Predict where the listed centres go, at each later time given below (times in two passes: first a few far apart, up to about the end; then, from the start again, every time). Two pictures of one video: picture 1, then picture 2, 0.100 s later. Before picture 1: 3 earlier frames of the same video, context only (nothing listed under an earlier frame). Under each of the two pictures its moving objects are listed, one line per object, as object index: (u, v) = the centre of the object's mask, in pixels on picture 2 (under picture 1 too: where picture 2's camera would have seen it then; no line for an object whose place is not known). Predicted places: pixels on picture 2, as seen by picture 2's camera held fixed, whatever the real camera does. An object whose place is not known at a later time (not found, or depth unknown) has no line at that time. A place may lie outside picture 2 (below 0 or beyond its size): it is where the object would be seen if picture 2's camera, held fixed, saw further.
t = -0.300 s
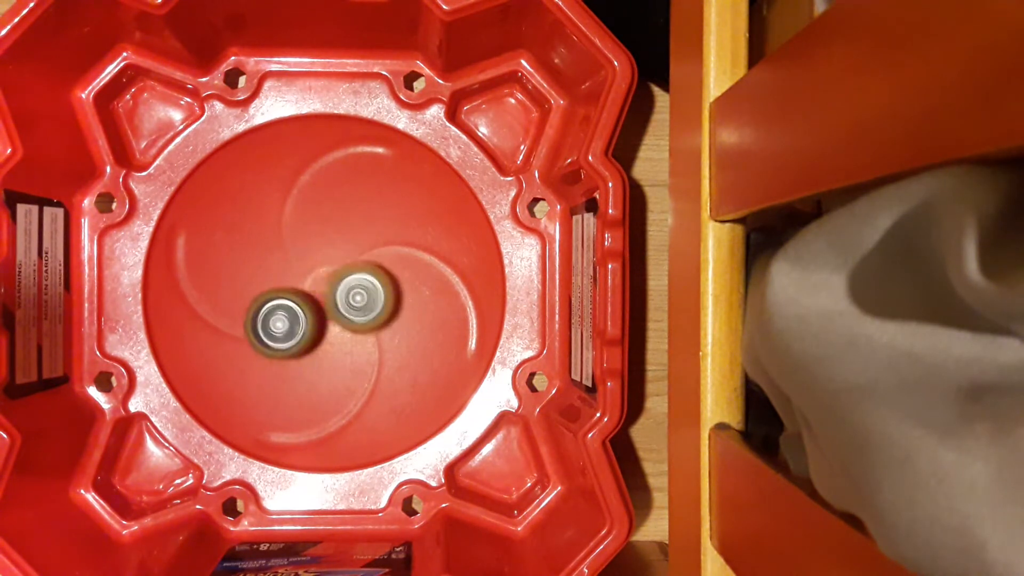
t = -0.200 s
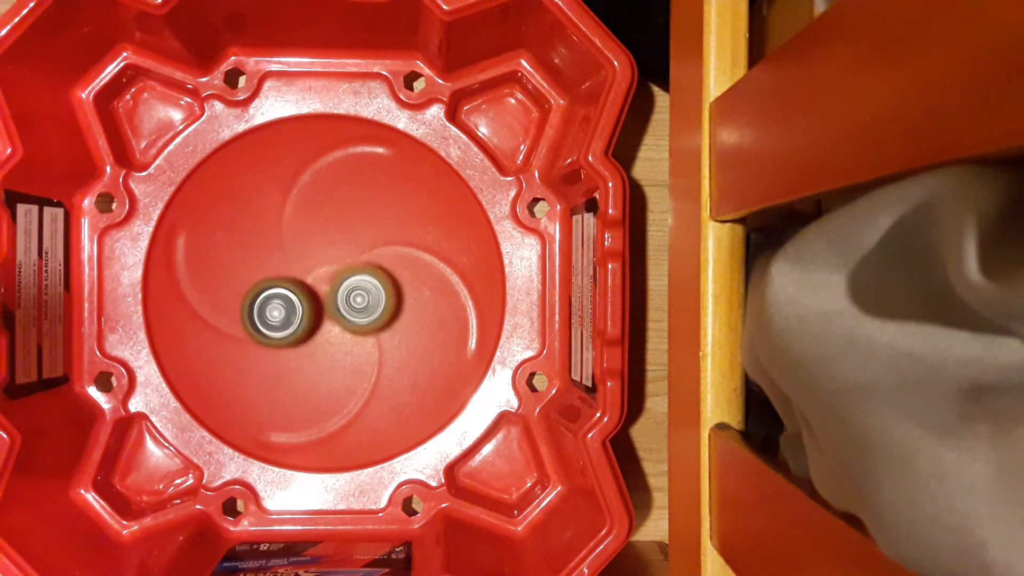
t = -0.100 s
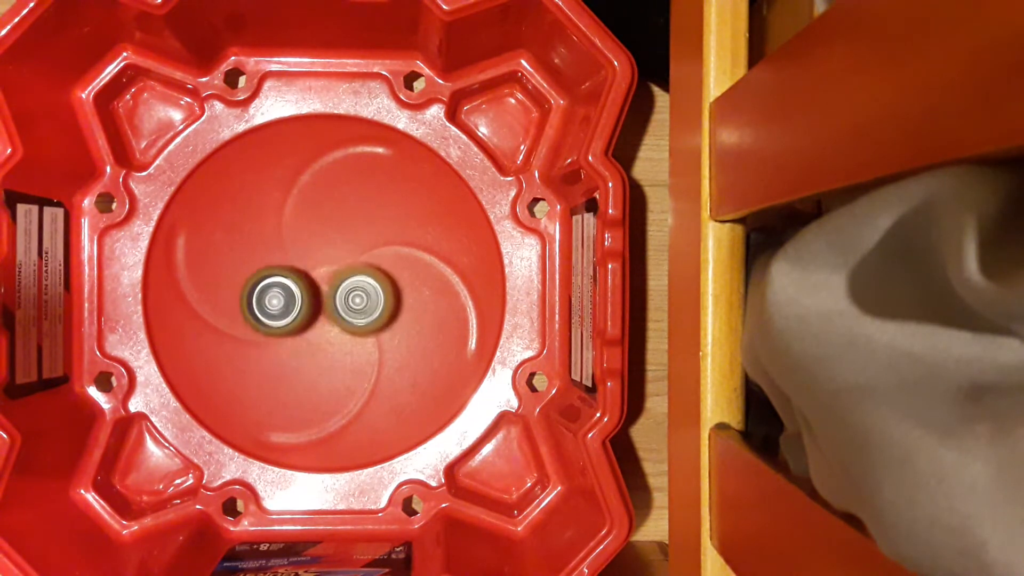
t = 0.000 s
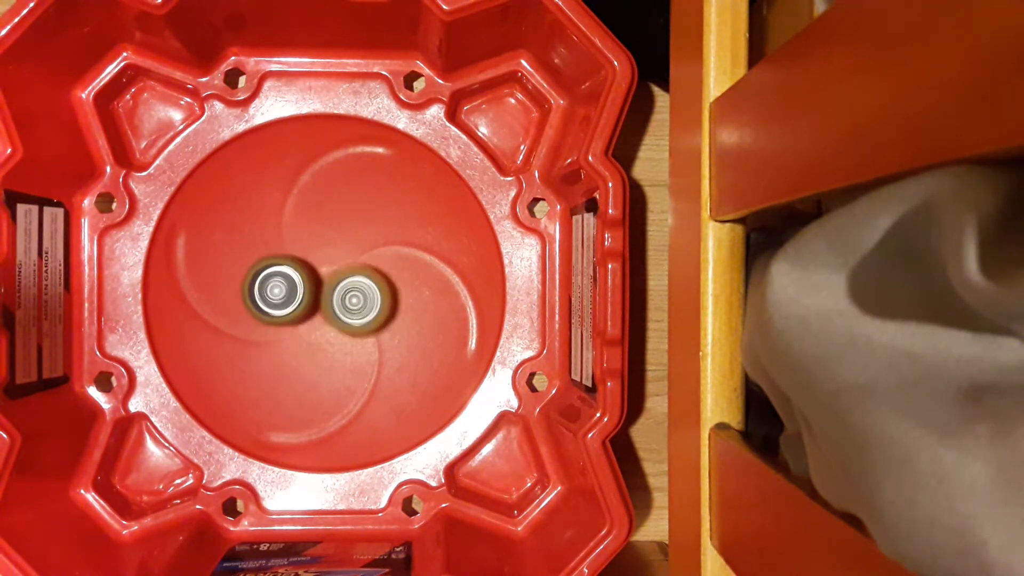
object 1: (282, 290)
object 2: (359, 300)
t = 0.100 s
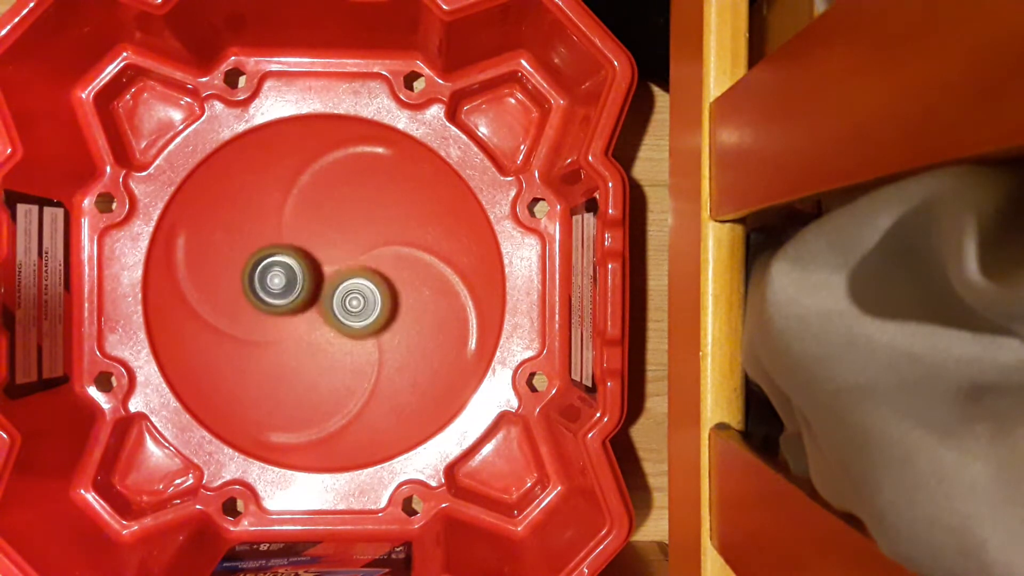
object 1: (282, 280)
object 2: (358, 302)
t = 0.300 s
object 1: (291, 261)
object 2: (353, 305)
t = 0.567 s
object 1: (301, 246)
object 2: (353, 310)
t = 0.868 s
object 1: (324, 240)
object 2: (346, 318)
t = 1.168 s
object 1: (345, 240)
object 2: (342, 321)
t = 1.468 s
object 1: (361, 249)
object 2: (336, 322)
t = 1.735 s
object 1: (372, 253)
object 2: (322, 324)
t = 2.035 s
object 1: (371, 257)
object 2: (311, 328)
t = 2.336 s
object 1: (373, 260)
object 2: (304, 330)
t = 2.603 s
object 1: (375, 268)
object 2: (310, 329)
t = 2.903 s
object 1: (380, 273)
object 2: (322, 331)
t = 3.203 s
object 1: (377, 273)
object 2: (326, 338)
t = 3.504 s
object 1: (365, 269)
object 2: (329, 338)
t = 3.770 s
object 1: (357, 252)
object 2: (320, 353)
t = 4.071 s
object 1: (340, 263)
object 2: (331, 341)
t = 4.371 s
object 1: (333, 249)
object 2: (337, 349)
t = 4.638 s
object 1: (331, 252)
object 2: (348, 341)
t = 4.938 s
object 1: (325, 232)
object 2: (362, 374)
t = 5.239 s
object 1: (324, 225)
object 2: (362, 381)
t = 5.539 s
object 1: (336, 254)
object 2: (349, 344)
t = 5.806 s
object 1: (349, 219)
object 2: (355, 369)
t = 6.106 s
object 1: (352, 206)
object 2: (367, 385)
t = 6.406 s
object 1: (342, 251)
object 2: (375, 378)
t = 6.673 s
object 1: (297, 291)
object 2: (411, 374)
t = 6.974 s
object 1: (300, 297)
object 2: (411, 358)
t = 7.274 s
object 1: (313, 305)
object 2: (392, 327)
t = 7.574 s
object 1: (295, 303)
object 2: (398, 297)
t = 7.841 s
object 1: (291, 303)
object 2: (403, 284)
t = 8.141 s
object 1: (305, 298)
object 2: (378, 274)
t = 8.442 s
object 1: (297, 299)
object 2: (369, 258)
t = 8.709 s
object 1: (301, 299)
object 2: (364, 251)
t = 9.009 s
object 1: (301, 321)
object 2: (373, 245)
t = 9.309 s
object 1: (312, 321)
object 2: (364, 253)
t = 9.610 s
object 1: (311, 322)
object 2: (358, 242)
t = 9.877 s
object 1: (310, 326)
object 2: (354, 247)
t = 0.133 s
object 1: (283, 276)
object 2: (358, 302)
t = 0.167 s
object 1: (284, 273)
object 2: (357, 302)
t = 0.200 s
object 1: (285, 270)
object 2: (356, 303)
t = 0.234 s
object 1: (287, 267)
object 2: (355, 303)
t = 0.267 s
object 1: (289, 264)
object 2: (354, 303)
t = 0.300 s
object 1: (291, 261)
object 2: (353, 305)
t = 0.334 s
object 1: (290, 258)
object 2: (355, 309)
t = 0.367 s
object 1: (290, 256)
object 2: (355, 310)
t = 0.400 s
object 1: (292, 254)
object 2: (355, 311)
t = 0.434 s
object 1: (293, 252)
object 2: (354, 310)
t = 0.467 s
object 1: (295, 250)
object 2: (354, 311)
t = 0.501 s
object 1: (297, 248)
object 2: (354, 311)
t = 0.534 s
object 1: (299, 247)
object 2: (353, 310)
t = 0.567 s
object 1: (301, 246)
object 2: (353, 310)
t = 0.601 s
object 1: (304, 245)
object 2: (352, 310)
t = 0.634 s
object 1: (307, 245)
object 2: (351, 310)
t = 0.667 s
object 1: (310, 245)
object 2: (349, 311)
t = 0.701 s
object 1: (311, 243)
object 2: (348, 315)
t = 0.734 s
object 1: (313, 241)
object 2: (347, 318)
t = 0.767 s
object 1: (315, 240)
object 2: (347, 318)
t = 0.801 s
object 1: (318, 240)
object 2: (346, 318)
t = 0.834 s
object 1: (321, 239)
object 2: (346, 318)
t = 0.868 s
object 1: (324, 240)
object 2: (346, 318)
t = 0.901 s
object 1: (327, 240)
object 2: (345, 317)
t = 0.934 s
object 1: (330, 242)
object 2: (345, 316)
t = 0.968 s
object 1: (332, 240)
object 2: (345, 319)
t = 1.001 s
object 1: (333, 237)
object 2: (345, 322)
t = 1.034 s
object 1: (335, 237)
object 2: (344, 323)
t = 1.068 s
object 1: (338, 237)
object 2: (344, 323)
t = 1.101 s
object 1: (341, 237)
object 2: (343, 323)
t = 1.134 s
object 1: (343, 239)
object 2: (343, 322)
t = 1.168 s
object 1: (345, 240)
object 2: (342, 321)
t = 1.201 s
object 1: (348, 242)
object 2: (341, 320)
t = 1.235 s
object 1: (350, 245)
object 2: (341, 319)
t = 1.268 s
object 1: (351, 243)
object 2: (340, 323)
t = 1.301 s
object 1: (353, 243)
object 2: (339, 325)
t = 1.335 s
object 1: (354, 243)
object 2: (337, 325)
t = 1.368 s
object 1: (356, 244)
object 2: (337, 324)
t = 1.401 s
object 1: (358, 246)
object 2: (337, 323)
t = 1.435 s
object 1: (360, 247)
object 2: (337, 322)
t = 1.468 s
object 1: (361, 249)
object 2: (336, 322)
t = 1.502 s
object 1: (362, 250)
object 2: (335, 321)
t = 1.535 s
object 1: (364, 251)
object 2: (335, 321)
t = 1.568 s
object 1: (366, 251)
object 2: (334, 320)
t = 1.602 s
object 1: (368, 252)
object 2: (333, 320)
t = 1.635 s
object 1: (370, 253)
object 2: (333, 320)
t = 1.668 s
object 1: (369, 254)
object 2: (331, 320)
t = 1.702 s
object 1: (369, 255)
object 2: (328, 320)
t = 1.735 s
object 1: (372, 253)
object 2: (322, 324)
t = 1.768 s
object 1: (374, 251)
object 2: (317, 328)
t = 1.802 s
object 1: (375, 252)
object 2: (314, 329)
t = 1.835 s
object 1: (375, 252)
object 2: (313, 329)
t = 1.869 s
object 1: (375, 252)
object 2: (313, 330)
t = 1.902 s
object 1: (375, 253)
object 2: (312, 330)
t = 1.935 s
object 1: (374, 254)
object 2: (312, 330)
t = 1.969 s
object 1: (373, 255)
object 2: (311, 330)
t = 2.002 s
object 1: (372, 256)
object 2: (311, 329)
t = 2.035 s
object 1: (371, 257)
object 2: (311, 328)
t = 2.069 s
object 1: (369, 259)
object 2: (312, 327)
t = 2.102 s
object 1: (367, 262)
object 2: (312, 326)
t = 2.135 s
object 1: (366, 264)
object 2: (313, 324)
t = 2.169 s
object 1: (364, 266)
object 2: (313, 324)
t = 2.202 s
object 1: (367, 263)
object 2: (309, 327)
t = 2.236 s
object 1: (370, 260)
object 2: (305, 331)
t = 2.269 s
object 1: (371, 260)
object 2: (303, 332)
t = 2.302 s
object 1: (373, 260)
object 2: (303, 331)
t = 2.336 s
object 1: (373, 260)
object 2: (304, 330)
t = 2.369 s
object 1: (374, 261)
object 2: (304, 330)
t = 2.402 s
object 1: (374, 262)
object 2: (306, 329)
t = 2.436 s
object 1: (374, 264)
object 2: (307, 328)
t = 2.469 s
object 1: (373, 266)
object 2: (309, 327)
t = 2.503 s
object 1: (372, 268)
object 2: (310, 326)
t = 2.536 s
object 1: (371, 270)
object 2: (313, 325)
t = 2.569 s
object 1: (371, 271)
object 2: (313, 325)
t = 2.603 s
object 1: (375, 268)
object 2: (310, 329)
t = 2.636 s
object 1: (377, 267)
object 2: (310, 330)
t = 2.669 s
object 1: (378, 268)
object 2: (311, 330)
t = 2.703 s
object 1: (379, 269)
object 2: (313, 330)
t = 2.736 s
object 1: (379, 270)
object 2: (315, 330)
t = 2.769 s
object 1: (379, 271)
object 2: (317, 329)
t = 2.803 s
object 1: (379, 273)
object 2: (320, 328)
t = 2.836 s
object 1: (378, 274)
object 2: (322, 329)
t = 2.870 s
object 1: (380, 272)
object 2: (321, 330)
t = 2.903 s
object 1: (380, 273)
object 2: (322, 331)
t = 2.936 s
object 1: (380, 274)
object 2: (323, 331)
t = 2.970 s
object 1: (380, 275)
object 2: (324, 332)
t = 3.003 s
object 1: (379, 276)
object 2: (325, 332)
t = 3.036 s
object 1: (379, 276)
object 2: (325, 333)
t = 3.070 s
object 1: (379, 276)
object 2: (326, 334)
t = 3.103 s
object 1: (378, 276)
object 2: (327, 334)
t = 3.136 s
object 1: (377, 277)
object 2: (327, 335)
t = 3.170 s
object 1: (377, 276)
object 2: (327, 336)
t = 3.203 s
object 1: (377, 273)
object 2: (326, 338)
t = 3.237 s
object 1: (377, 272)
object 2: (326, 339)
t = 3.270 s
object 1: (377, 271)
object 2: (326, 339)
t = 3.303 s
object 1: (376, 270)
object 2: (326, 339)
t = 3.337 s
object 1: (375, 270)
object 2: (327, 339)
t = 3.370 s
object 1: (374, 269)
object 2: (328, 339)
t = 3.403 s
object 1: (372, 269)
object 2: (328, 339)
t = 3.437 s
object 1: (370, 269)
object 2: (329, 338)
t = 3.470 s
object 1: (368, 270)
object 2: (330, 338)
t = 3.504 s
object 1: (365, 269)
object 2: (329, 338)
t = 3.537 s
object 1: (363, 268)
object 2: (330, 338)
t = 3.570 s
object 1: (361, 267)
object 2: (329, 339)
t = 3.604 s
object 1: (362, 259)
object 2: (325, 347)
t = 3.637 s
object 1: (361, 255)
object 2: (322, 351)
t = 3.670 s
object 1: (360, 255)
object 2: (322, 353)
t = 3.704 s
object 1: (360, 254)
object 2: (322, 353)
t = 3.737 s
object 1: (358, 252)
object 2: (321, 352)
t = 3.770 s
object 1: (357, 252)
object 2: (320, 353)
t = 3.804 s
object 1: (355, 252)
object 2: (320, 352)
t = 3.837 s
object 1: (353, 253)
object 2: (322, 351)
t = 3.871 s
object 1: (351, 254)
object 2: (325, 349)
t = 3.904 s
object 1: (349, 255)
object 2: (326, 349)
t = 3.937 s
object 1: (347, 257)
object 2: (327, 347)
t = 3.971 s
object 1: (345, 259)
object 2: (328, 345)
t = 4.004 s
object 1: (344, 261)
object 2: (329, 342)
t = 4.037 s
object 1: (342, 264)
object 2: (331, 341)
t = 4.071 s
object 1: (340, 263)
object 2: (331, 341)
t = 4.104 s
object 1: (339, 262)
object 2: (331, 341)
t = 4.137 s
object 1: (338, 262)
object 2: (331, 340)
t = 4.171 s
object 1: (337, 262)
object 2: (332, 340)
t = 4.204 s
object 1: (336, 262)
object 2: (331, 340)
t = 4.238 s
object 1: (335, 261)
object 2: (332, 341)
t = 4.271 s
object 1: (334, 255)
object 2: (333, 347)
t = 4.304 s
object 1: (333, 252)
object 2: (334, 348)
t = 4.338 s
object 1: (333, 250)
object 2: (336, 349)
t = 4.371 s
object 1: (333, 249)
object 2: (337, 349)
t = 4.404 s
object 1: (332, 248)
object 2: (339, 349)
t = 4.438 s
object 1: (332, 247)
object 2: (340, 349)
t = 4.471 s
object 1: (332, 247)
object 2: (342, 348)
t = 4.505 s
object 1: (331, 247)
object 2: (343, 347)
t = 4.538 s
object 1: (331, 247)
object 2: (345, 346)
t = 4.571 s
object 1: (331, 248)
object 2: (346, 345)
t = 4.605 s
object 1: (331, 250)
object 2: (347, 343)
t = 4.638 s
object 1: (331, 252)
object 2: (348, 341)
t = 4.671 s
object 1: (331, 254)
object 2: (349, 339)
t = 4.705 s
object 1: (331, 256)
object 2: (350, 336)
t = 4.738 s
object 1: (332, 258)
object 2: (351, 334)
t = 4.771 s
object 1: (331, 259)
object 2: (351, 334)
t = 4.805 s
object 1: (331, 259)
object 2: (351, 335)
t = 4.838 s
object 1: (332, 260)
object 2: (352, 335)
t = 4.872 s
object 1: (331, 253)
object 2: (355, 346)
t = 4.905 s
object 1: (328, 240)
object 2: (359, 362)
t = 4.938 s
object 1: (325, 232)
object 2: (362, 374)
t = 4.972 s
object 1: (323, 228)
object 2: (363, 381)
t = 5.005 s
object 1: (323, 226)
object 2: (365, 385)
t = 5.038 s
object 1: (324, 224)
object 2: (365, 386)
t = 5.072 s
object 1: (324, 224)
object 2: (365, 385)
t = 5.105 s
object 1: (324, 223)
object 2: (365, 383)
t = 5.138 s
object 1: (324, 222)
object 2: (363, 381)
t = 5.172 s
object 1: (324, 222)
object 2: (363, 381)
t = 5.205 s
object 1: (324, 224)
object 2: (363, 381)
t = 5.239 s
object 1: (324, 225)
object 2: (362, 381)
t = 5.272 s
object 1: (325, 228)
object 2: (359, 380)
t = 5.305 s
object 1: (326, 231)
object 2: (358, 378)
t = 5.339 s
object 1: (327, 234)
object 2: (357, 376)
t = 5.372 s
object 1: (328, 237)
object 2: (355, 372)
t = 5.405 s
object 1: (329, 240)
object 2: (353, 368)
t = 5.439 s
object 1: (331, 244)
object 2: (353, 362)
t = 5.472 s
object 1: (332, 248)
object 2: (351, 357)
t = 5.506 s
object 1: (334, 250)
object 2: (349, 350)
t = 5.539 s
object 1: (336, 254)
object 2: (349, 344)
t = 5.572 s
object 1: (339, 257)
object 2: (349, 338)
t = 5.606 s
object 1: (340, 259)
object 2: (349, 334)
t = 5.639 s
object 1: (341, 257)
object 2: (349, 335)
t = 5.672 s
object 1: (342, 256)
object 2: (349, 334)
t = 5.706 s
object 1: (343, 256)
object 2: (350, 332)
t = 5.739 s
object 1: (346, 242)
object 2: (353, 346)
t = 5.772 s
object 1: (347, 228)
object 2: (354, 361)
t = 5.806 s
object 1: (349, 219)
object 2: (355, 369)
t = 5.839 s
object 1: (352, 212)
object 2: (356, 373)
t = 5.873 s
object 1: (354, 207)
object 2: (357, 375)
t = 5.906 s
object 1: (355, 204)
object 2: (359, 376)
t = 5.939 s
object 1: (356, 203)
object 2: (361, 377)
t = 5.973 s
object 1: (356, 202)
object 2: (363, 378)
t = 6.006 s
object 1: (356, 202)
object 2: (365, 380)
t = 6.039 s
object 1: (355, 203)
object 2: (366, 381)
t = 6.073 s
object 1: (354, 204)
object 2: (366, 384)
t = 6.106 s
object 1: (352, 206)
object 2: (367, 385)
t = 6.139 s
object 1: (351, 208)
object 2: (367, 385)
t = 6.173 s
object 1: (349, 211)
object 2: (367, 385)
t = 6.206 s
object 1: (348, 215)
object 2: (369, 385)
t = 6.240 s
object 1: (347, 219)
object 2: (369, 383)
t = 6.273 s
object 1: (346, 223)
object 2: (370, 383)
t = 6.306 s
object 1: (345, 228)
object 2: (372, 383)
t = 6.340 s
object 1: (344, 234)
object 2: (373, 381)
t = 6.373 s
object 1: (343, 242)
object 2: (374, 380)
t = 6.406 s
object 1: (342, 251)
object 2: (375, 378)
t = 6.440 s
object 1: (342, 261)
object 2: (378, 374)
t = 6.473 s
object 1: (340, 272)
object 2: (379, 371)
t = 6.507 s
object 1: (338, 282)
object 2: (381, 365)
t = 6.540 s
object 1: (336, 291)
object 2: (382, 359)
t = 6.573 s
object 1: (333, 298)
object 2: (385, 357)
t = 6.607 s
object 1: (321, 295)
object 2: (399, 365)
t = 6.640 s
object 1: (309, 292)
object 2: (406, 371)
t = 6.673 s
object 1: (297, 291)
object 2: (411, 374)
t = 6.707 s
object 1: (292, 291)
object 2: (413, 373)
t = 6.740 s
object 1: (292, 293)
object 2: (415, 372)
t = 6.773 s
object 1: (292, 293)
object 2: (415, 370)
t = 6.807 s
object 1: (293, 294)
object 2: (415, 367)
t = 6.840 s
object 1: (293, 295)
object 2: (415, 365)
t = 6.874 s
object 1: (295, 296)
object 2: (415, 363)
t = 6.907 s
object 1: (296, 297)
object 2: (414, 362)
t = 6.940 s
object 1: (297, 297)
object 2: (413, 360)
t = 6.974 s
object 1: (300, 297)
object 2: (411, 358)
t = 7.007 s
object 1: (302, 297)
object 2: (409, 357)
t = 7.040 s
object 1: (304, 297)
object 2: (408, 354)
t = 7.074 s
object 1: (306, 297)
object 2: (405, 352)
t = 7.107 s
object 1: (308, 298)
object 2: (401, 348)
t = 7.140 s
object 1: (310, 300)
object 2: (397, 344)
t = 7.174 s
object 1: (312, 301)
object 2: (394, 340)
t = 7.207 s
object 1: (314, 303)
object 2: (391, 334)
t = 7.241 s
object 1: (316, 304)
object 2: (388, 330)
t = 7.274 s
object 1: (313, 305)
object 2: (392, 327)
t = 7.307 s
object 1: (307, 306)
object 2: (395, 324)
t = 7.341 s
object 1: (305, 308)
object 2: (396, 321)
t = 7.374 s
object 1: (304, 308)
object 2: (395, 317)
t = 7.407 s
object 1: (303, 308)
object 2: (395, 314)
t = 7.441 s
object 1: (302, 307)
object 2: (395, 309)
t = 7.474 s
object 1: (300, 305)
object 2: (395, 305)
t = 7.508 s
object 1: (298, 304)
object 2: (396, 302)
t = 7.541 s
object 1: (296, 303)
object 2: (397, 299)
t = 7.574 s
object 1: (295, 303)
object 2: (398, 297)
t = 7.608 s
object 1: (293, 302)
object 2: (400, 293)
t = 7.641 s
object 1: (293, 302)
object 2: (401, 291)
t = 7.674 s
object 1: (291, 302)
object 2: (402, 289)
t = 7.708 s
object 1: (291, 302)
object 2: (403, 288)
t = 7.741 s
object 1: (290, 302)
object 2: (403, 287)
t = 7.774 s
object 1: (290, 302)
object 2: (403, 285)
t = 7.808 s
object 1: (291, 303)
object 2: (403, 285)
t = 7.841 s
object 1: (291, 303)
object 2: (403, 284)
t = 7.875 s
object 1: (292, 303)
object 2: (402, 283)
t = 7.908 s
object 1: (293, 303)
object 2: (400, 282)
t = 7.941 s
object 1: (295, 302)
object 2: (397, 281)
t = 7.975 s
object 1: (296, 302)
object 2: (396, 280)
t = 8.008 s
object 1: (298, 301)
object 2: (394, 279)
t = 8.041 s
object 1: (300, 300)
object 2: (390, 278)
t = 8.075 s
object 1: (302, 299)
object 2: (387, 276)
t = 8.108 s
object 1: (304, 298)
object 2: (382, 276)
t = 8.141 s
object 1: (305, 298)
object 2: (378, 274)
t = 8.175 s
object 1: (302, 301)
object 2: (378, 272)
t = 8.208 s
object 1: (299, 304)
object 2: (379, 270)
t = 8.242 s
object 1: (298, 305)
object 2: (377, 269)
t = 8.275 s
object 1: (299, 304)
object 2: (376, 266)
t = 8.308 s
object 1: (298, 302)
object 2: (375, 265)
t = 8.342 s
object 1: (297, 301)
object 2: (373, 263)
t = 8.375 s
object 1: (297, 300)
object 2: (372, 262)
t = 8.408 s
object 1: (297, 300)
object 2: (370, 259)
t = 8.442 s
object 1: (297, 299)
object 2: (369, 258)
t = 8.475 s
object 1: (297, 298)
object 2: (368, 256)
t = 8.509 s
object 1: (298, 298)
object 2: (367, 255)
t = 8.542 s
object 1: (299, 297)
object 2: (366, 254)
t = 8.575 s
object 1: (299, 297)
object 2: (365, 253)
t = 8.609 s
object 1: (299, 299)
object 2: (366, 252)
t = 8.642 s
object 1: (300, 299)
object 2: (366, 252)
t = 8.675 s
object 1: (300, 299)
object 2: (365, 252)
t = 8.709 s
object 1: (301, 299)
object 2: (364, 251)
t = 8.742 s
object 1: (302, 300)
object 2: (363, 251)
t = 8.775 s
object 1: (303, 301)
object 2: (363, 251)
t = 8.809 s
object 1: (305, 302)
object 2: (362, 252)
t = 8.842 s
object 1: (301, 309)
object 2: (368, 248)
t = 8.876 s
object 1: (298, 316)
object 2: (373, 243)
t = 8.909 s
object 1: (298, 320)
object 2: (375, 243)
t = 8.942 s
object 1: (300, 321)
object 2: (375, 244)
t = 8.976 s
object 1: (300, 321)
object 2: (373, 245)
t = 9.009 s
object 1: (301, 321)
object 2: (373, 245)
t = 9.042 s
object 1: (302, 321)
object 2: (372, 246)
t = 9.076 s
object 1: (304, 322)
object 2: (371, 248)
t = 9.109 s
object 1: (306, 321)
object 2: (369, 250)
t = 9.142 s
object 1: (308, 321)
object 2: (367, 252)
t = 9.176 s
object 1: (309, 319)
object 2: (364, 255)
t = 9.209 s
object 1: (312, 318)
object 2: (361, 257)
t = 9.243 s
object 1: (312, 318)
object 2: (361, 256)
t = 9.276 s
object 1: (311, 320)
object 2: (362, 254)
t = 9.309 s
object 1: (312, 321)
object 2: (364, 253)
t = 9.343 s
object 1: (314, 320)
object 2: (361, 254)
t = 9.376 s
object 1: (314, 317)
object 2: (358, 254)
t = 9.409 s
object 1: (313, 317)
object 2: (357, 252)
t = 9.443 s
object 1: (313, 317)
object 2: (357, 252)
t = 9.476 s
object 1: (315, 317)
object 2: (355, 253)
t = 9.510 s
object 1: (313, 321)
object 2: (357, 248)
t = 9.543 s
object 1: (312, 323)
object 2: (358, 245)
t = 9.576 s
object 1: (312, 323)
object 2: (358, 243)
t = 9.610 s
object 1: (311, 322)
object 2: (358, 242)
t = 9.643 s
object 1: (309, 323)
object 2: (358, 242)
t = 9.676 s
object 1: (308, 324)
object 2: (358, 241)
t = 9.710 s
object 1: (308, 325)
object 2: (358, 241)
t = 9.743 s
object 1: (308, 325)
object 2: (358, 242)
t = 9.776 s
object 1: (308, 326)
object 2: (357, 242)
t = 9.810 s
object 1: (309, 326)
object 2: (356, 244)
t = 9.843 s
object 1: (309, 326)
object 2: (355, 245)
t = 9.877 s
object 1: (310, 326)
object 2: (354, 247)
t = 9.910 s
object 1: (311, 325)
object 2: (352, 249)
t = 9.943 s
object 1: (312, 324)
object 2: (349, 251)
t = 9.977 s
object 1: (313, 323)
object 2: (346, 252)
